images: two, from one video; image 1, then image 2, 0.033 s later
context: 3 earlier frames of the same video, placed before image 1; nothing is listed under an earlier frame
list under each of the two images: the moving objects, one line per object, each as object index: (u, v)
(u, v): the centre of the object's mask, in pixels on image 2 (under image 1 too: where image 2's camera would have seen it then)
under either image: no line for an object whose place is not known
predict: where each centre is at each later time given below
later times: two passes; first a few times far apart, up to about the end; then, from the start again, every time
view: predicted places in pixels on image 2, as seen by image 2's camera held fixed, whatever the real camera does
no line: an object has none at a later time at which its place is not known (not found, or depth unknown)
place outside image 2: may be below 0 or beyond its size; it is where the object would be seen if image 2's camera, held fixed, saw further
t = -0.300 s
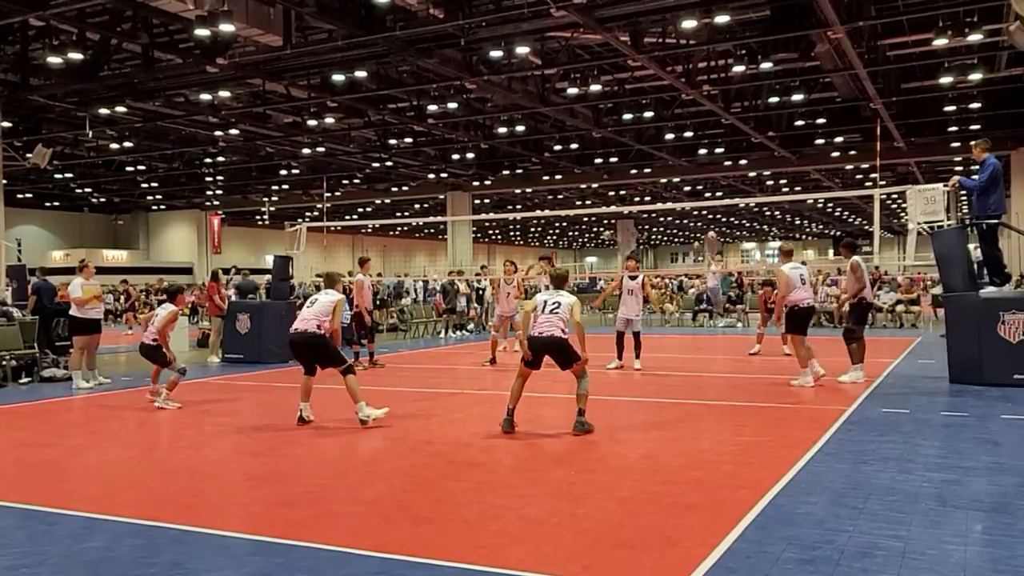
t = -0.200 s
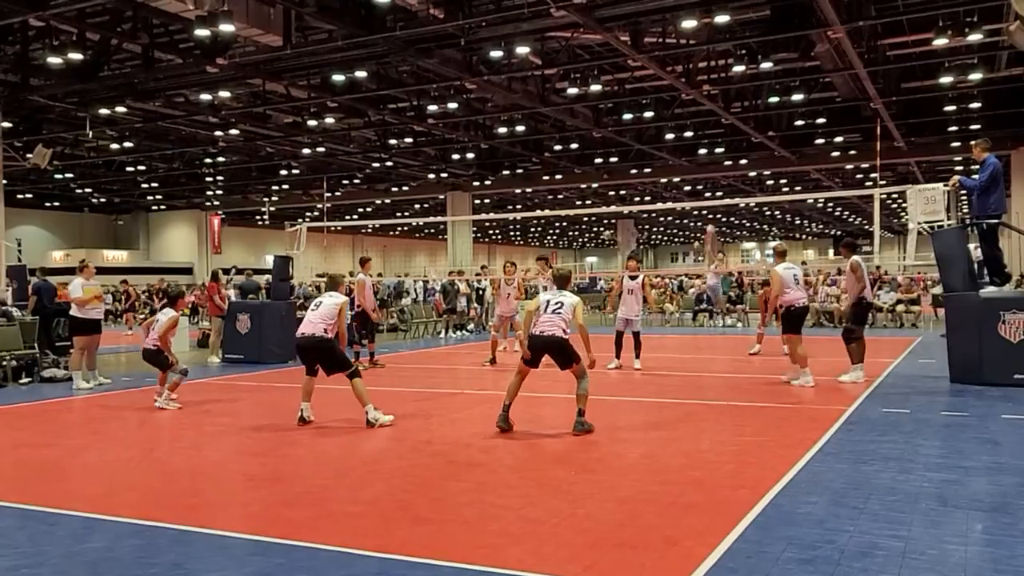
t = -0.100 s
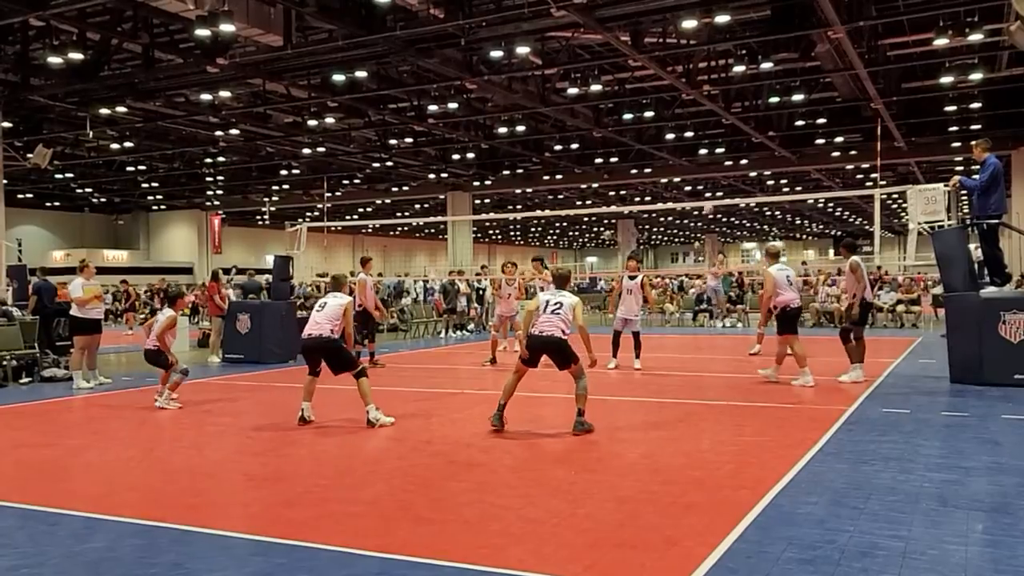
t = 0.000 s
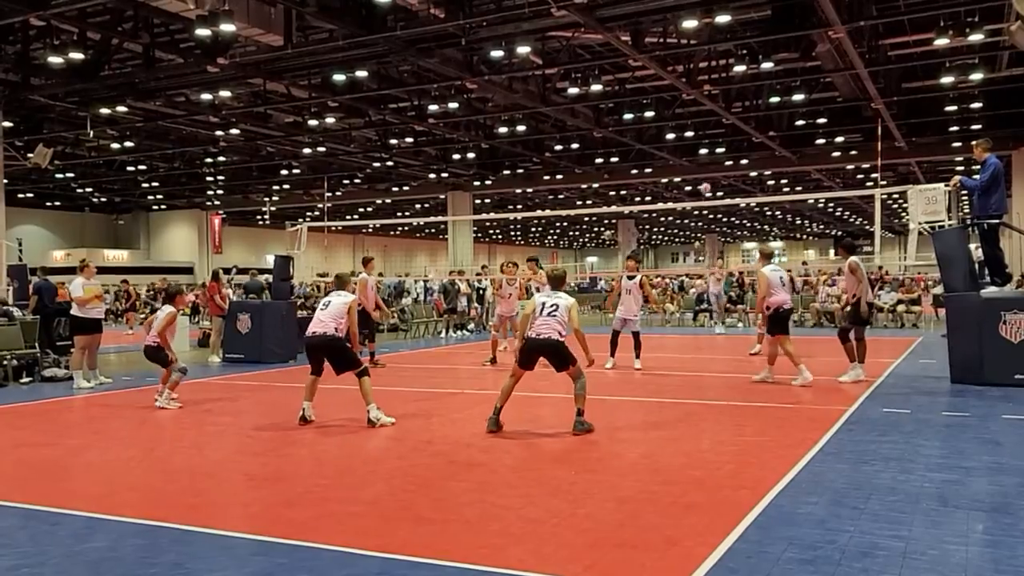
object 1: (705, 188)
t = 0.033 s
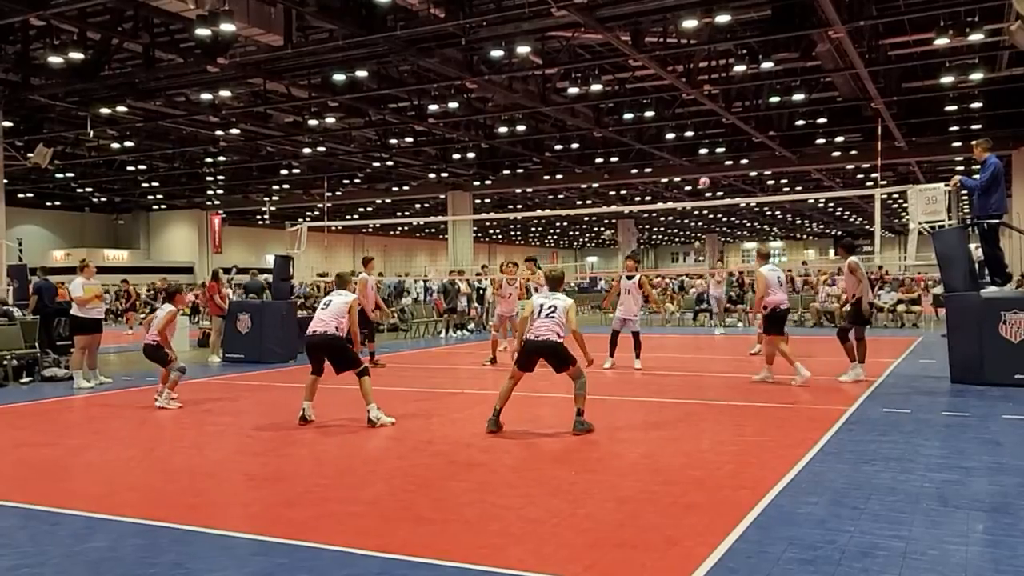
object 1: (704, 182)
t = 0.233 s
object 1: (694, 151)
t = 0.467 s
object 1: (678, 130)
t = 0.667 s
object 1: (662, 134)
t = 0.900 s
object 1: (632, 183)
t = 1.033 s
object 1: (610, 242)
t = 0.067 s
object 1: (703, 176)
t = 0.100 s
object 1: (701, 171)
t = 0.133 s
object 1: (699, 165)
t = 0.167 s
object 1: (698, 160)
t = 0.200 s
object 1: (696, 155)
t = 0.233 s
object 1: (694, 151)
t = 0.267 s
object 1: (691, 147)
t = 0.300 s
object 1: (689, 143)
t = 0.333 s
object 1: (687, 140)
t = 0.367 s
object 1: (685, 137)
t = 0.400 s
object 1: (683, 134)
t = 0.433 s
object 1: (680, 132)
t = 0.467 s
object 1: (678, 130)
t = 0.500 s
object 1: (676, 129)
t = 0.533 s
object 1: (673, 130)
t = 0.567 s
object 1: (671, 130)
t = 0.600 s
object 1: (668, 131)
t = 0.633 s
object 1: (666, 132)
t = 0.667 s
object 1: (662, 134)
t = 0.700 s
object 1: (658, 138)
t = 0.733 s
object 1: (654, 143)
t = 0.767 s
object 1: (650, 148)
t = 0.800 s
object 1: (646, 155)
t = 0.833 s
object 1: (641, 163)
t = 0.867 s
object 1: (636, 172)
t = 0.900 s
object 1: (632, 183)
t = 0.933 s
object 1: (626, 195)
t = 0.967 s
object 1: (621, 208)
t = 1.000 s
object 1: (615, 224)
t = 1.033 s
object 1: (610, 242)
